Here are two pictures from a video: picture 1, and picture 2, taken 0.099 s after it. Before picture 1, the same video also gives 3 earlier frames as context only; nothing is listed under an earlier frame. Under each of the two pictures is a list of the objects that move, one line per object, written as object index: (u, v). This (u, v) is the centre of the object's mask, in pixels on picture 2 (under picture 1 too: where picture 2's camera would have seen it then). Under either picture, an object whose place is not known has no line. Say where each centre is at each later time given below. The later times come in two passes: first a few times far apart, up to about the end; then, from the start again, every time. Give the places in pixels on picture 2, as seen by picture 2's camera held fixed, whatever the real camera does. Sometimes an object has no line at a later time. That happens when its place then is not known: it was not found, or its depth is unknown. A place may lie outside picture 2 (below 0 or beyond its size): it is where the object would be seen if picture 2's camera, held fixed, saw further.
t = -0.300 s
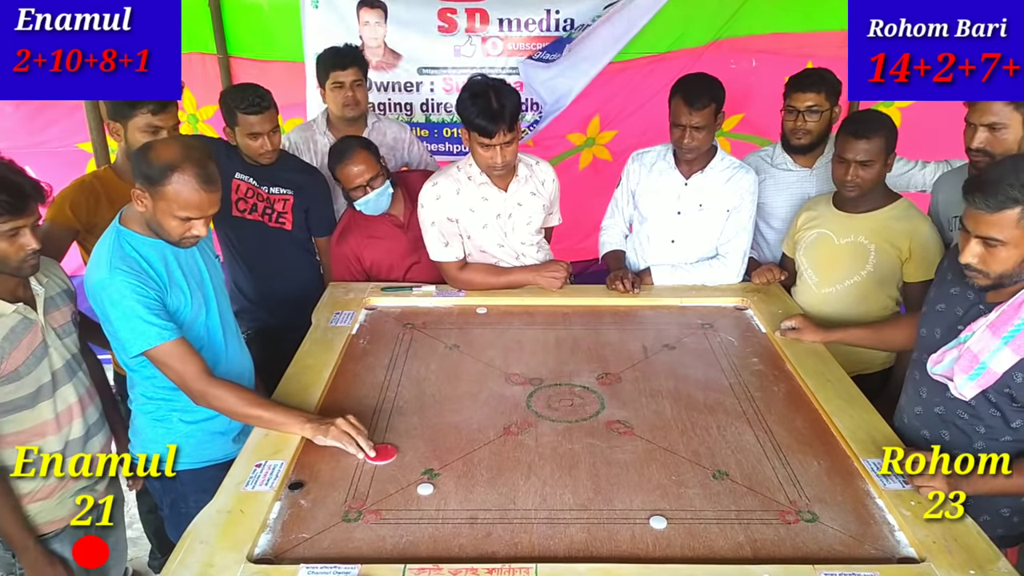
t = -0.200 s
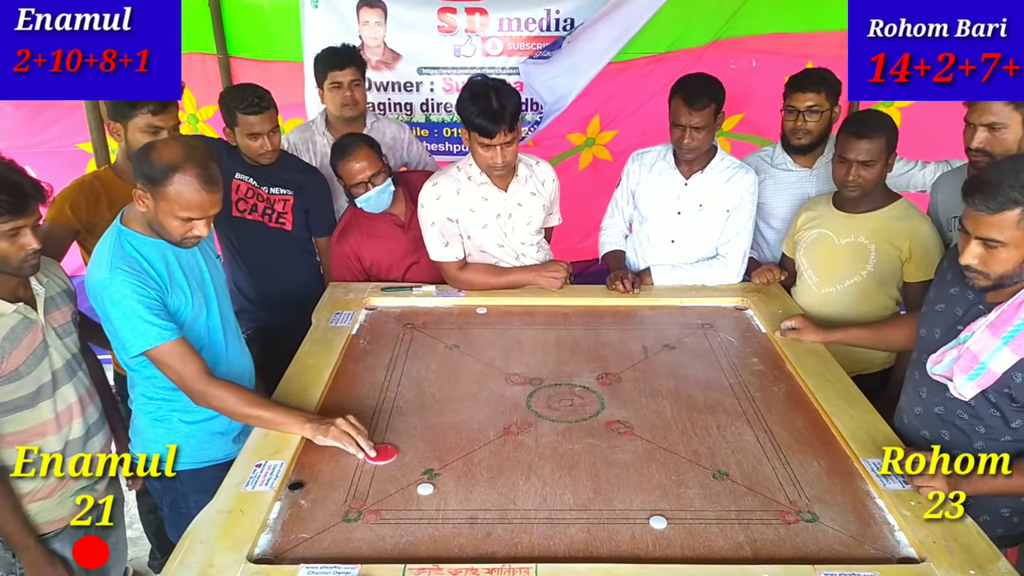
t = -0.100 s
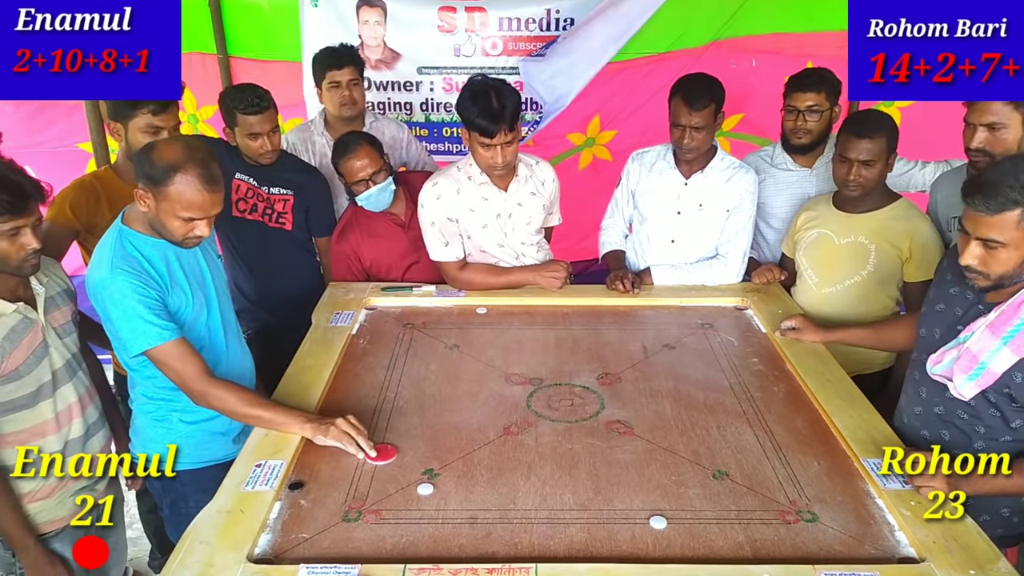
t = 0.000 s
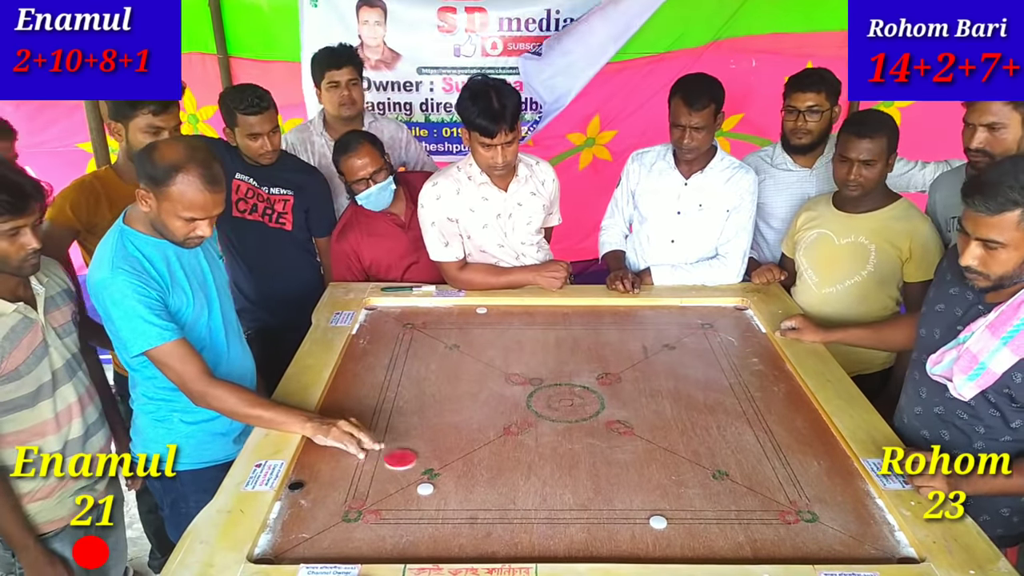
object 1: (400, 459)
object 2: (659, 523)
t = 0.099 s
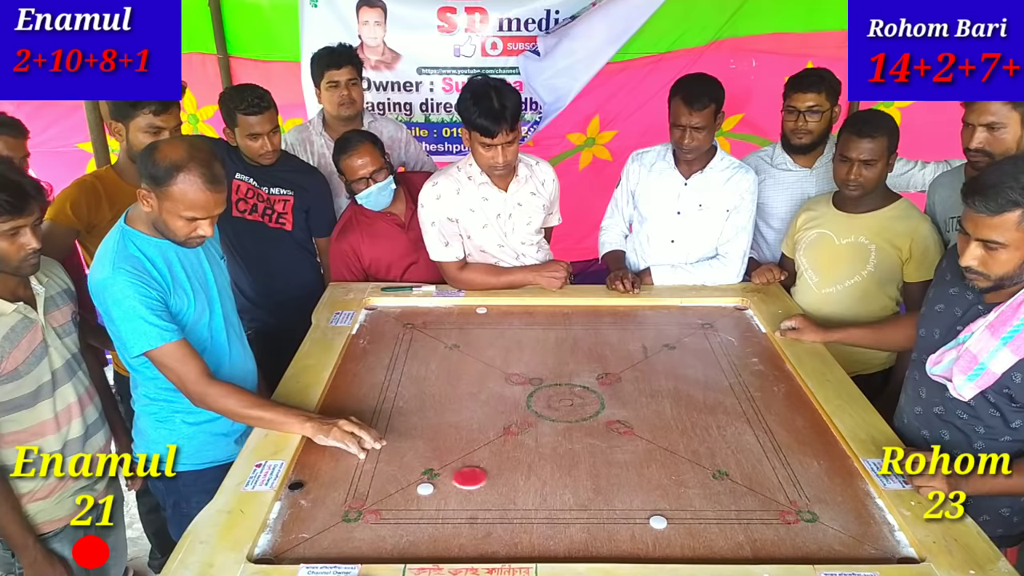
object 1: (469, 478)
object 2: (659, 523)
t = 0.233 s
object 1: (561, 501)
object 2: (659, 523)
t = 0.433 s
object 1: (672, 530)
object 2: (757, 536)
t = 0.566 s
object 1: (722, 544)
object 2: (895, 555)
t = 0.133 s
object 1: (492, 484)
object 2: (659, 523)
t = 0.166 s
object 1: (515, 490)
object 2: (659, 523)
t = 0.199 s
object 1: (538, 495)
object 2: (659, 523)
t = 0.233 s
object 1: (561, 501)
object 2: (659, 523)
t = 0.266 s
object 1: (583, 507)
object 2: (659, 523)
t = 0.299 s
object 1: (605, 512)
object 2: (659, 523)
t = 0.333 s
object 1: (627, 517)
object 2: (659, 523)
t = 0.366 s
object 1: (644, 522)
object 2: (687, 526)
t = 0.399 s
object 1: (658, 526)
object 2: (722, 531)
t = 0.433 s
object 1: (672, 530)
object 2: (757, 536)
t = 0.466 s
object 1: (685, 535)
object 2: (792, 541)
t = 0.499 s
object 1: (698, 538)
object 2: (827, 546)
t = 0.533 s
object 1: (710, 541)
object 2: (862, 550)
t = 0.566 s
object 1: (722, 544)
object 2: (895, 555)
